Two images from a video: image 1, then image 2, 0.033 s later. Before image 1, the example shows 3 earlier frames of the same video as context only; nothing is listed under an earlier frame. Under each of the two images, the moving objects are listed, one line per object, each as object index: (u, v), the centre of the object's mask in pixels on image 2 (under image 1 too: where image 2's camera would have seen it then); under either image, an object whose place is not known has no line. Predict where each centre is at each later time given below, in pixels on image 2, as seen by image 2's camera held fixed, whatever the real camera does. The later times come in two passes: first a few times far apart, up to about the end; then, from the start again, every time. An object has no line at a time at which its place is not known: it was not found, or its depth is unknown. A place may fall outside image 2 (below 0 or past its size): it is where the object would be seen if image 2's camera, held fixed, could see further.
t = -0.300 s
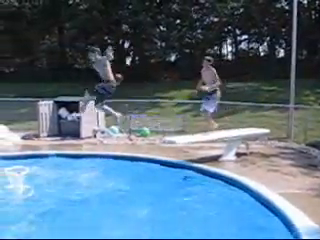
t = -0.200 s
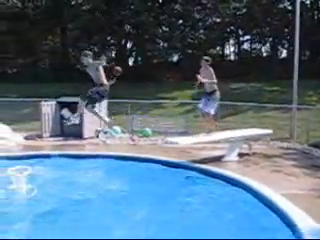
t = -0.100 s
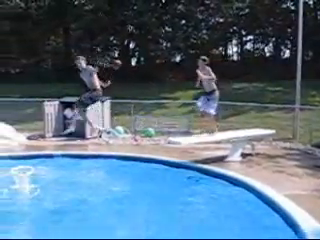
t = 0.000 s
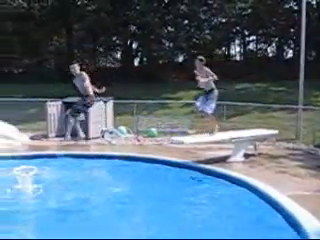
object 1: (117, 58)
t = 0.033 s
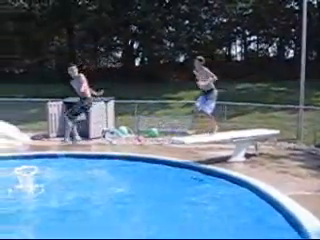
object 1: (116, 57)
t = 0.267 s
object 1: (108, 49)
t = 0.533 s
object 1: (98, 52)
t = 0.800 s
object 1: (89, 64)
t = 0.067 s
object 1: (115, 56)
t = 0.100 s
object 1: (114, 55)
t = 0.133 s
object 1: (114, 55)
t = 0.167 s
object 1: (113, 54)
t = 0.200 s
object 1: (112, 53)
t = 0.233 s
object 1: (111, 51)
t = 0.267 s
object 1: (108, 49)
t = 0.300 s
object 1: (106, 49)
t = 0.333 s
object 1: (106, 49)
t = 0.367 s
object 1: (105, 49)
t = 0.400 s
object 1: (103, 49)
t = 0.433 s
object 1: (102, 49)
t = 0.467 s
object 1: (101, 49)
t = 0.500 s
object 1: (100, 52)
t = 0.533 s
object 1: (98, 52)
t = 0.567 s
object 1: (97, 55)
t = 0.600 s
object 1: (96, 56)
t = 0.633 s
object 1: (95, 60)
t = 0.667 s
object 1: (92, 61)
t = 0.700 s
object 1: (92, 61)
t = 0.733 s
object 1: (90, 62)
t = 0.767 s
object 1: (90, 64)
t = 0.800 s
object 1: (89, 64)
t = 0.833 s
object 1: (87, 66)
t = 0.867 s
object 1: (86, 70)
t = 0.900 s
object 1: (85, 72)
